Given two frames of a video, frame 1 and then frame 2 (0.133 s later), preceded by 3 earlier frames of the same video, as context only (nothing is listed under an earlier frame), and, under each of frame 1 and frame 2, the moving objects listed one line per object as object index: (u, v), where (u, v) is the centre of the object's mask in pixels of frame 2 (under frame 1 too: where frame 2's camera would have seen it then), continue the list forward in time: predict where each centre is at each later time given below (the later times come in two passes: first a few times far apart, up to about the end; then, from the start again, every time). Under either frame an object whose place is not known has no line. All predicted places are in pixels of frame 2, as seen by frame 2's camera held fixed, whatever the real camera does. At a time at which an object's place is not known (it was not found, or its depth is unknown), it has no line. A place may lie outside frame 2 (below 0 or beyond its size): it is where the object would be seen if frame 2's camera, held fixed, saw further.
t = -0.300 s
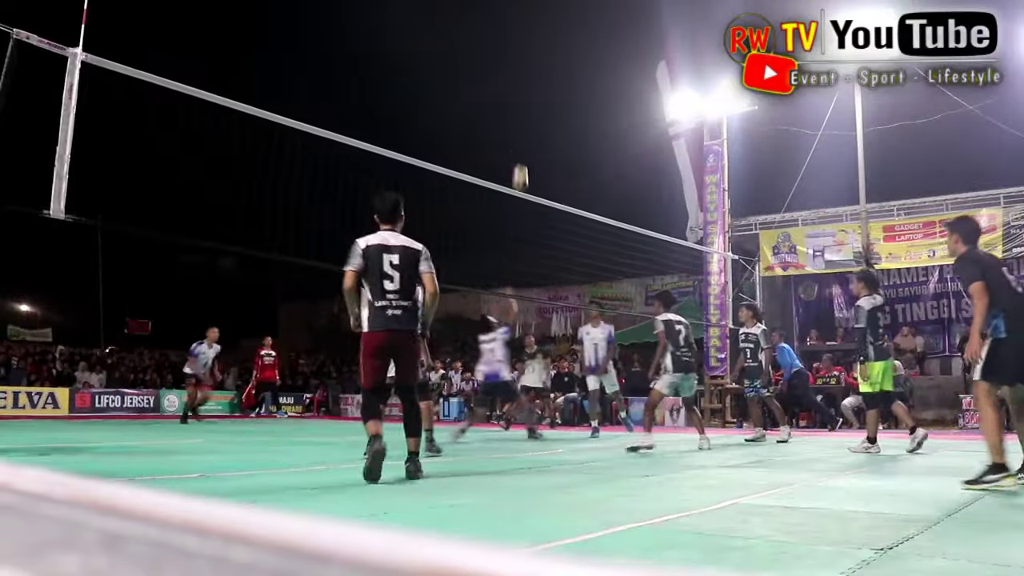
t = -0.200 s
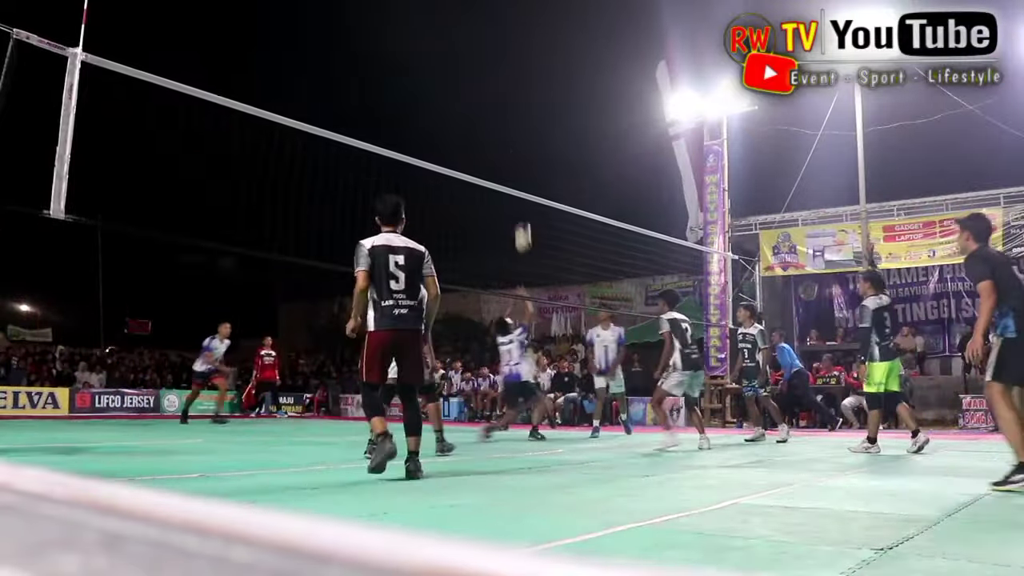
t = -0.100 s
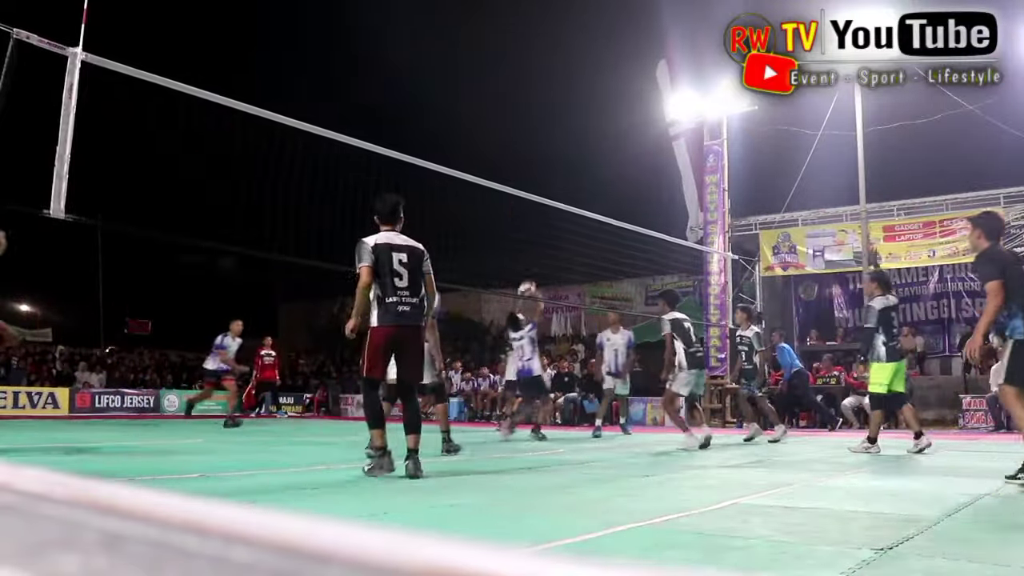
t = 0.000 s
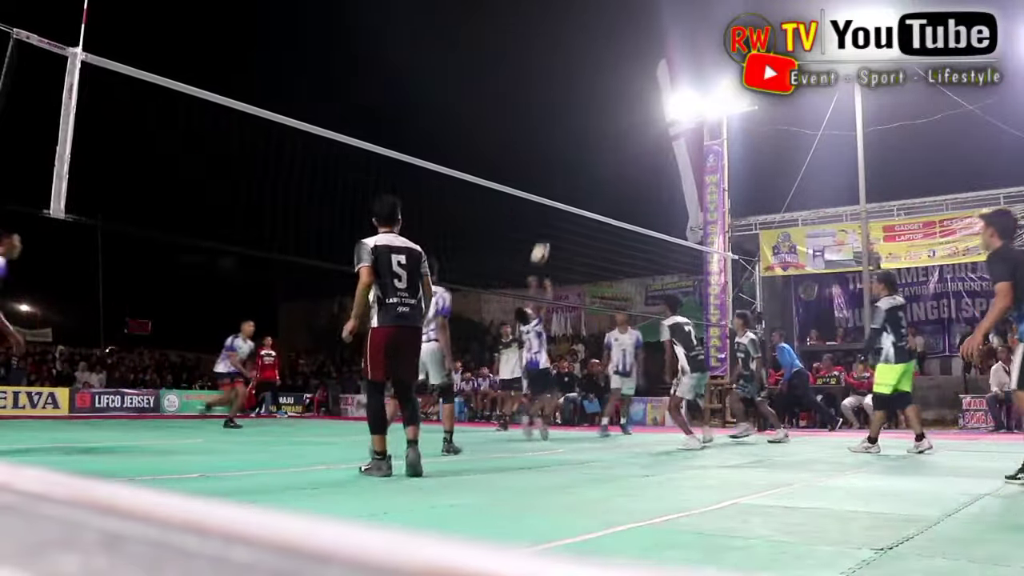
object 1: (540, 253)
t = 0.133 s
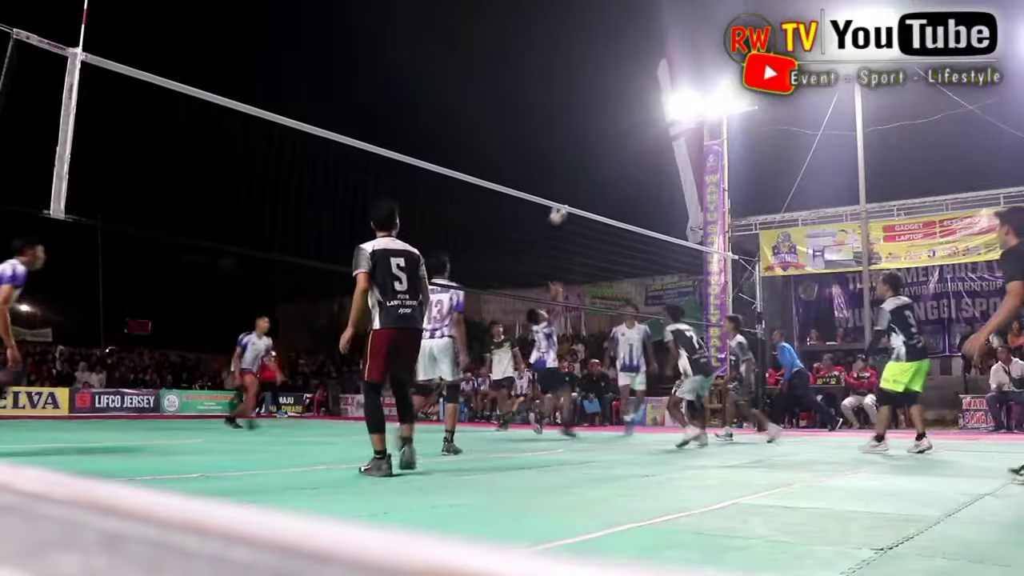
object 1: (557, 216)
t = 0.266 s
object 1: (575, 188)
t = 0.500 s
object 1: (604, 175)
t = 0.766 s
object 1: (633, 209)
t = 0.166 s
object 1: (563, 205)
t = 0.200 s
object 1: (568, 197)
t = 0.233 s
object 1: (572, 193)
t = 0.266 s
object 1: (575, 188)
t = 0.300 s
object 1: (580, 183)
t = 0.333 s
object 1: (584, 180)
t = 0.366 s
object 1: (588, 177)
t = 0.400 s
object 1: (592, 176)
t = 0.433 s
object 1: (596, 175)
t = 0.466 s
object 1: (600, 175)
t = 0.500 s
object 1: (604, 175)
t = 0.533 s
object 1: (607, 177)
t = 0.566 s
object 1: (611, 179)
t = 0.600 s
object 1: (615, 182)
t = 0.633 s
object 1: (618, 186)
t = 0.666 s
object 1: (622, 190)
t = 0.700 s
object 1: (626, 195)
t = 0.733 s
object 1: (630, 202)
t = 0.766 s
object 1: (633, 209)
